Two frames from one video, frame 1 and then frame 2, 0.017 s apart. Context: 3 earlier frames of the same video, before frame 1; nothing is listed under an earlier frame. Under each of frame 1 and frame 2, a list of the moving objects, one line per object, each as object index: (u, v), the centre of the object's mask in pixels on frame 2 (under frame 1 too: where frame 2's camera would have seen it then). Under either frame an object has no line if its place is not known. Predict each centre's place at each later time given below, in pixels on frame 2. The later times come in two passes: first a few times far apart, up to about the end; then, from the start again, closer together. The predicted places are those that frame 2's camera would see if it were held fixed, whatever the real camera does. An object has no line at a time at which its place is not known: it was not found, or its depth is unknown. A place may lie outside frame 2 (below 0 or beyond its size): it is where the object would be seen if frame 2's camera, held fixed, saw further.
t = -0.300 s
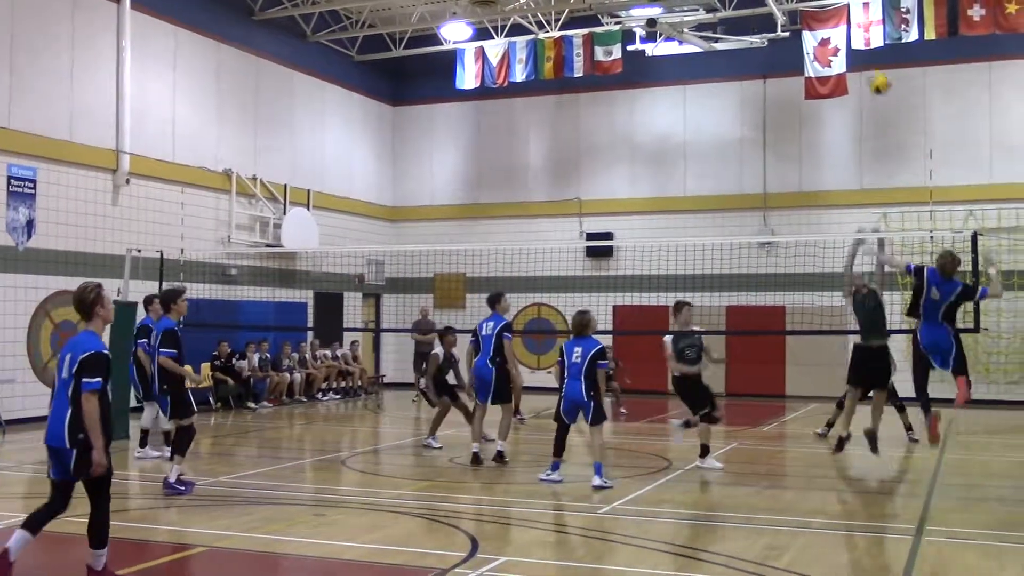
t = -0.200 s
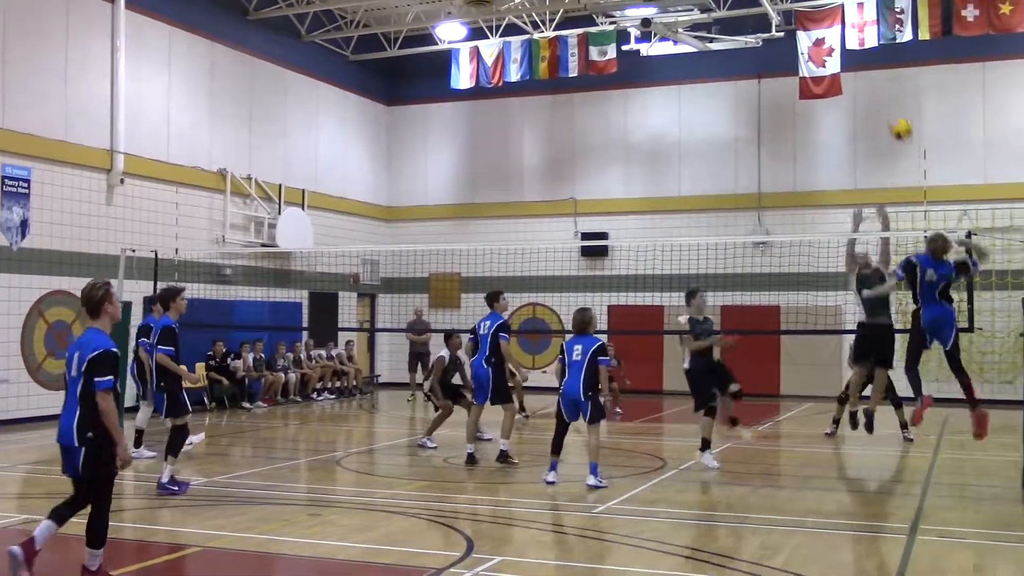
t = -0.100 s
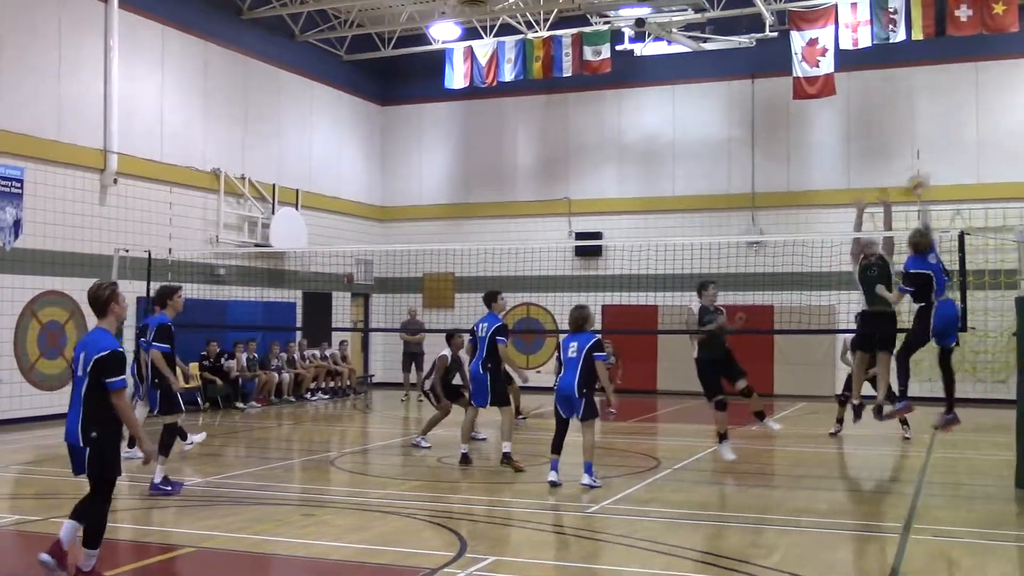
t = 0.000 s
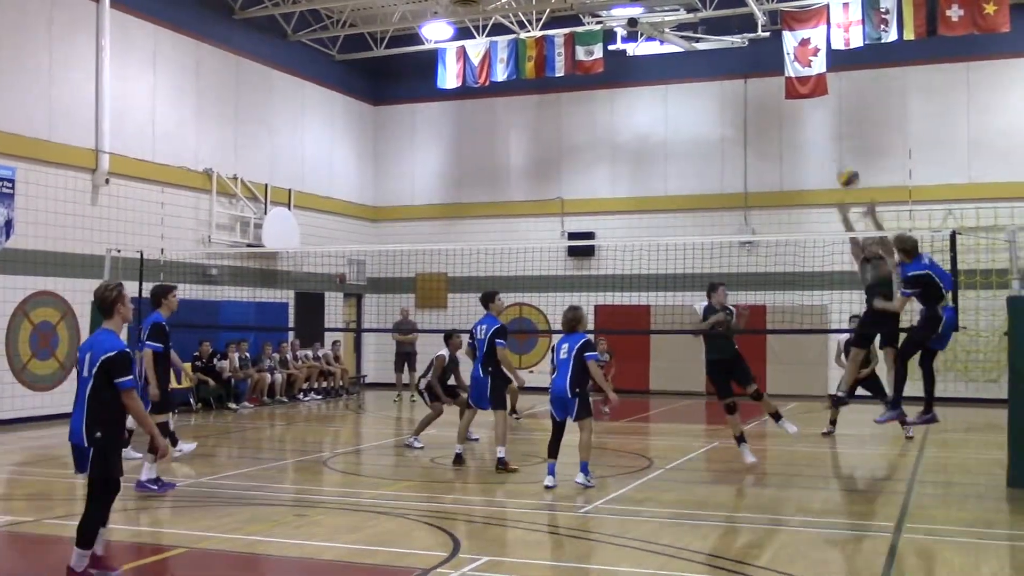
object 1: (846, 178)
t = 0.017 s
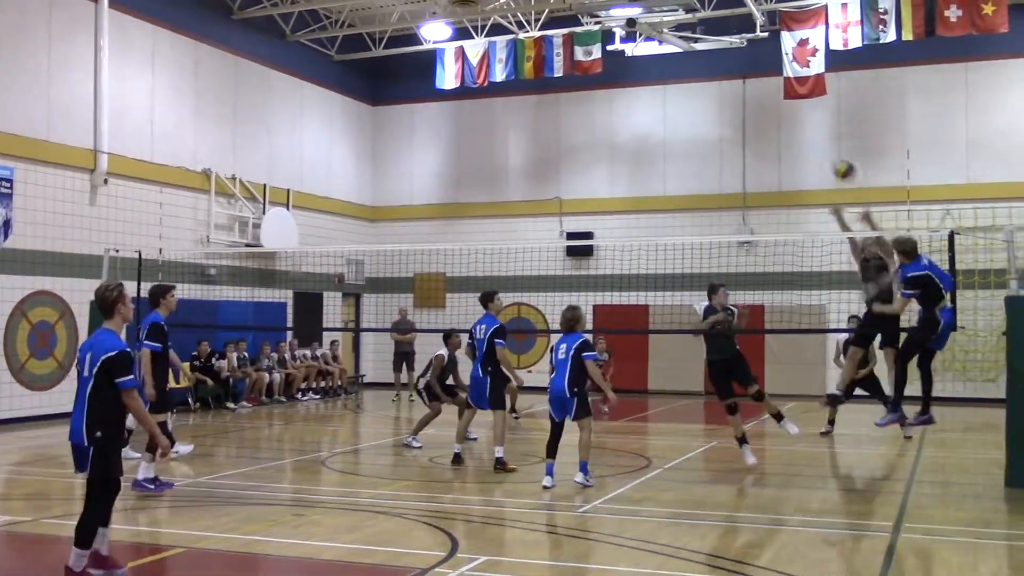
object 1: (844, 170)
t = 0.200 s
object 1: (815, 105)
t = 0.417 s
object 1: (770, 66)
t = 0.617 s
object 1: (718, 83)
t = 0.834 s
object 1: (640, 190)
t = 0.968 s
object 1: (574, 319)
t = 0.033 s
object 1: (841, 165)
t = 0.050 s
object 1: (838, 157)
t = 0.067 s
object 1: (836, 151)
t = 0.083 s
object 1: (833, 144)
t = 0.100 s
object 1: (831, 139)
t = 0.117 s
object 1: (829, 131)
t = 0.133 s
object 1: (827, 127)
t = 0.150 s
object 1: (824, 120)
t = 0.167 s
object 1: (821, 115)
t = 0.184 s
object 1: (818, 110)
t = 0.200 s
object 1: (815, 105)
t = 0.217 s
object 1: (811, 100)
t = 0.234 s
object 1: (809, 96)
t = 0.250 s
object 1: (806, 91)
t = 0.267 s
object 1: (802, 88)
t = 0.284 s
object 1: (801, 85)
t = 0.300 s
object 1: (797, 81)
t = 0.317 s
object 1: (793, 78)
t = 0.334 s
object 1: (790, 75)
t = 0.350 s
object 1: (786, 73)
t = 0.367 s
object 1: (782, 70)
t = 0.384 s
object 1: (778, 69)
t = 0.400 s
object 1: (774, 67)
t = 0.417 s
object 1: (770, 66)
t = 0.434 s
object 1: (767, 65)
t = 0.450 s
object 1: (764, 65)
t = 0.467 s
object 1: (760, 65)
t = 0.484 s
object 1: (755, 65)
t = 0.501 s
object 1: (751, 66)
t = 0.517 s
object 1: (746, 67)
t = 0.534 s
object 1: (742, 69)
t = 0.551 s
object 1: (738, 70)
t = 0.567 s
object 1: (732, 73)
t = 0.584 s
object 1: (729, 76)
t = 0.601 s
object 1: (723, 80)
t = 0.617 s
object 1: (718, 83)
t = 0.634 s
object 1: (713, 88)
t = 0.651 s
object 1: (708, 93)
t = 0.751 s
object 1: (673, 136)
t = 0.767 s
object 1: (667, 145)
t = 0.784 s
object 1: (660, 154)
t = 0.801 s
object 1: (653, 165)
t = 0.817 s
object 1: (647, 177)
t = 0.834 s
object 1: (640, 190)
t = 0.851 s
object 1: (633, 202)
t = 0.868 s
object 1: (624, 217)
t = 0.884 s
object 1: (617, 232)
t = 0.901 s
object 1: (609, 248)
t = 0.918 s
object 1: (602, 262)
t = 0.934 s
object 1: (594, 279)
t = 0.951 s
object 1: (584, 299)
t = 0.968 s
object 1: (574, 319)
